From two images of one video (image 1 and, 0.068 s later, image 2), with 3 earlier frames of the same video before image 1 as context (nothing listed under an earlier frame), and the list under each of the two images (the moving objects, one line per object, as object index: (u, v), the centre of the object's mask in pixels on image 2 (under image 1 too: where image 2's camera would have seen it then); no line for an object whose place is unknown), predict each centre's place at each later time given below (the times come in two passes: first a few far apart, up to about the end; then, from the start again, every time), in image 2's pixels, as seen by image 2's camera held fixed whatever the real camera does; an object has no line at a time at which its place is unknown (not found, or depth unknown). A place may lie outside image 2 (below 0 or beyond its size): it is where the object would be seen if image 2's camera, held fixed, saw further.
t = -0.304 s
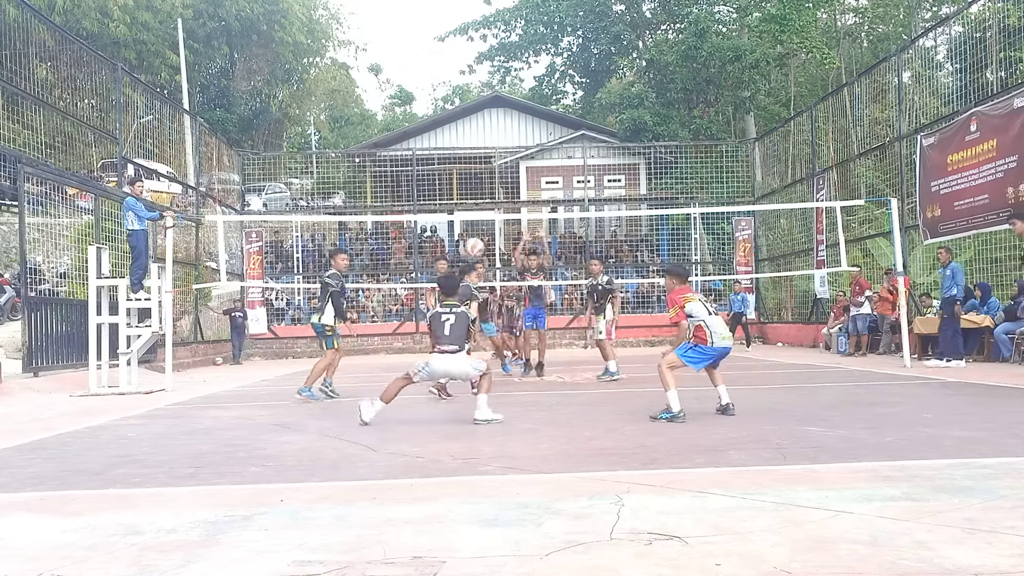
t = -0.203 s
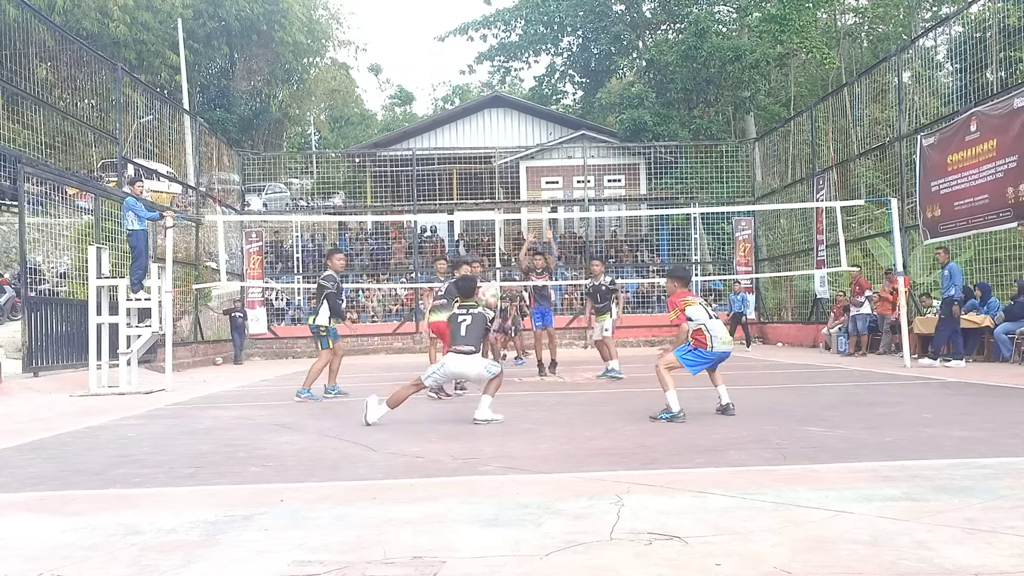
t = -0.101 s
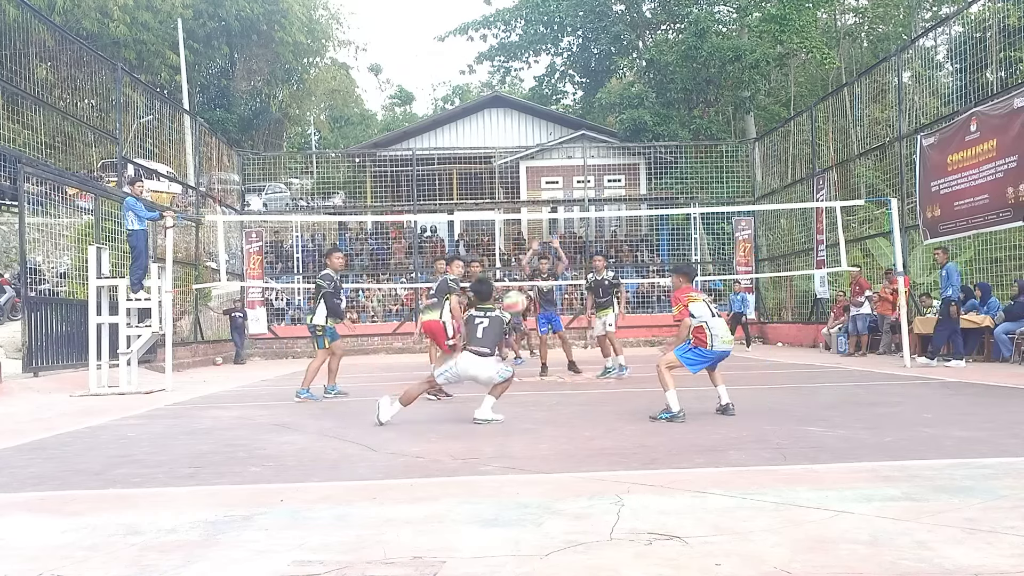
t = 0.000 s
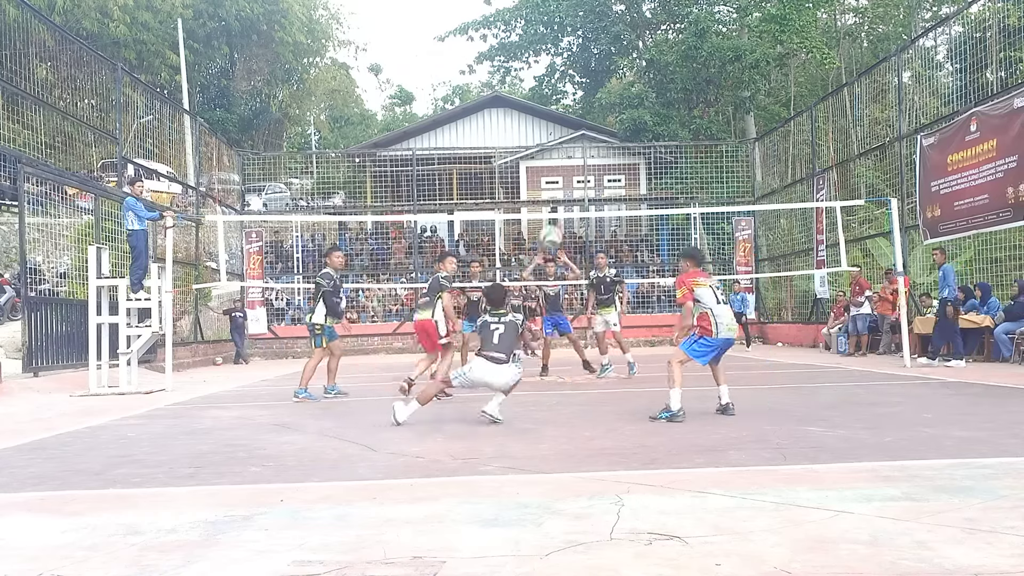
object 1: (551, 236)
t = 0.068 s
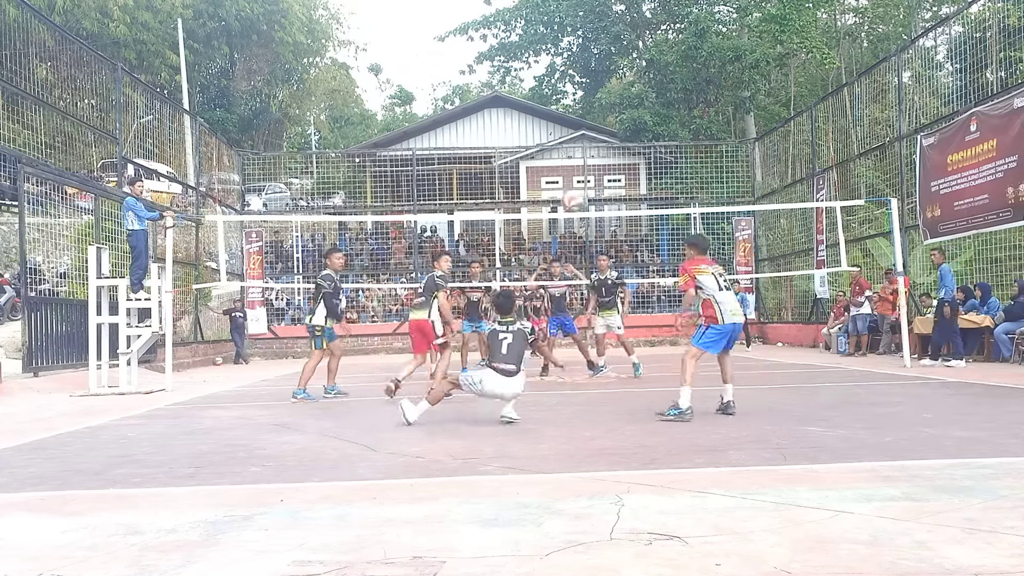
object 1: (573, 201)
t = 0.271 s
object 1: (635, 128)
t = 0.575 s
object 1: (717, 101)
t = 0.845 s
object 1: (782, 146)
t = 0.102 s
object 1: (583, 186)
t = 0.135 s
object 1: (596, 171)
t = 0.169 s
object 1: (605, 159)
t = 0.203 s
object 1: (615, 146)
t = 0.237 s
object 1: (625, 136)
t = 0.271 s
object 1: (635, 128)
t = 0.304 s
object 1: (645, 121)
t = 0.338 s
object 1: (655, 114)
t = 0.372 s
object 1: (664, 109)
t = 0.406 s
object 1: (673, 105)
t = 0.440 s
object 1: (682, 102)
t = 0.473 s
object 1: (691, 101)
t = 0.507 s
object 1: (700, 100)
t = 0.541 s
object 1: (708, 101)
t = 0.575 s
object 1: (717, 101)
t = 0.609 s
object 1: (725, 103)
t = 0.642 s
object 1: (734, 107)
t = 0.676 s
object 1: (742, 111)
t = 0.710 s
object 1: (750, 115)
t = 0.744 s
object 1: (758, 122)
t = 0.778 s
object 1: (766, 129)
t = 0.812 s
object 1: (774, 137)
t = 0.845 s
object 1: (782, 146)
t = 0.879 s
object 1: (789, 154)
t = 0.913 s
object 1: (796, 164)
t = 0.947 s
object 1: (804, 176)
